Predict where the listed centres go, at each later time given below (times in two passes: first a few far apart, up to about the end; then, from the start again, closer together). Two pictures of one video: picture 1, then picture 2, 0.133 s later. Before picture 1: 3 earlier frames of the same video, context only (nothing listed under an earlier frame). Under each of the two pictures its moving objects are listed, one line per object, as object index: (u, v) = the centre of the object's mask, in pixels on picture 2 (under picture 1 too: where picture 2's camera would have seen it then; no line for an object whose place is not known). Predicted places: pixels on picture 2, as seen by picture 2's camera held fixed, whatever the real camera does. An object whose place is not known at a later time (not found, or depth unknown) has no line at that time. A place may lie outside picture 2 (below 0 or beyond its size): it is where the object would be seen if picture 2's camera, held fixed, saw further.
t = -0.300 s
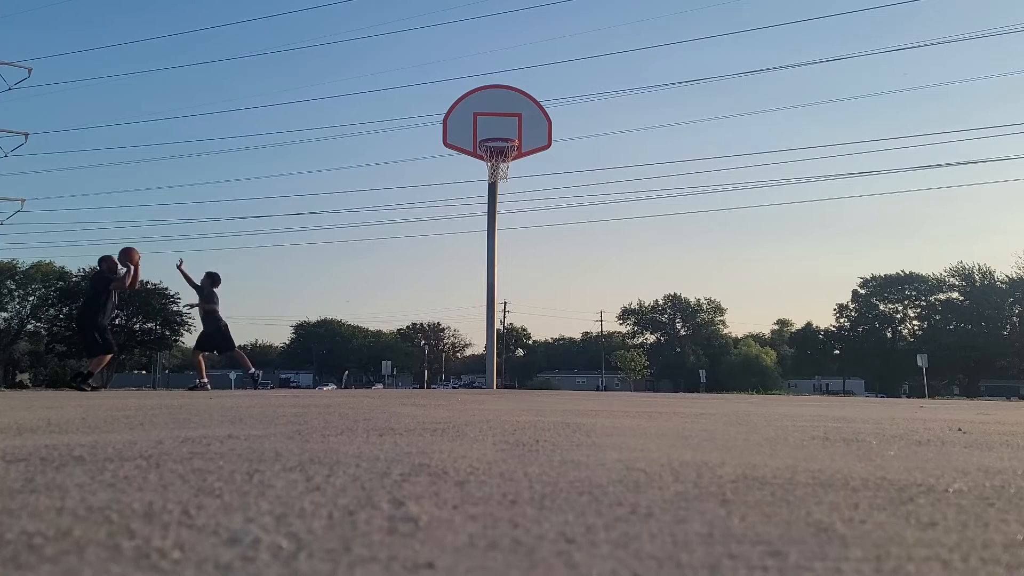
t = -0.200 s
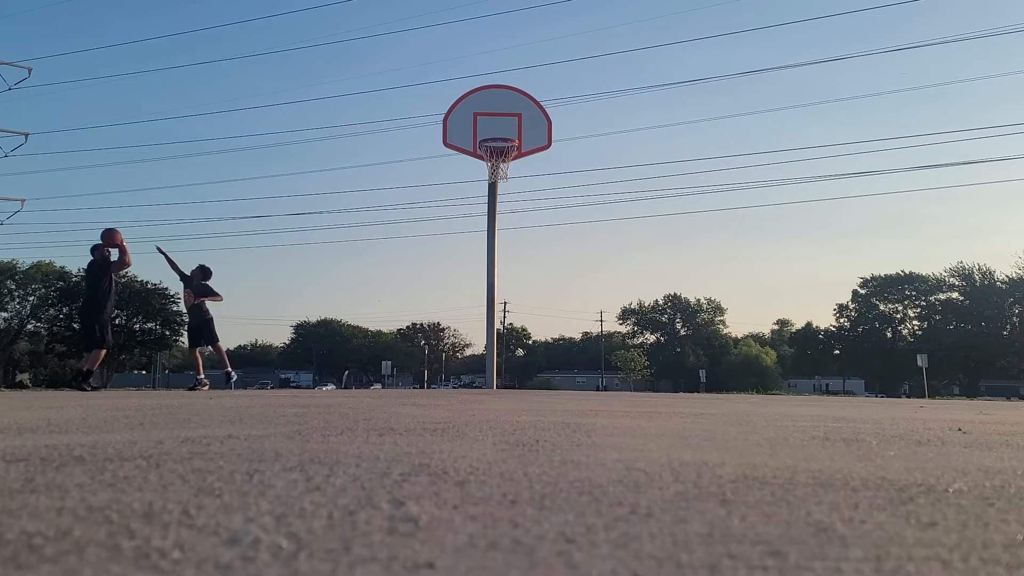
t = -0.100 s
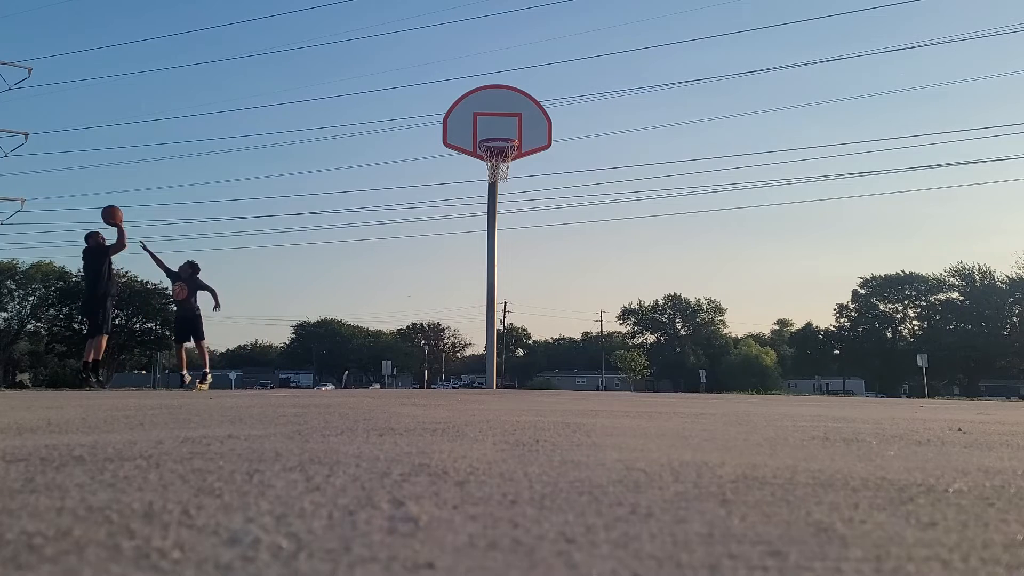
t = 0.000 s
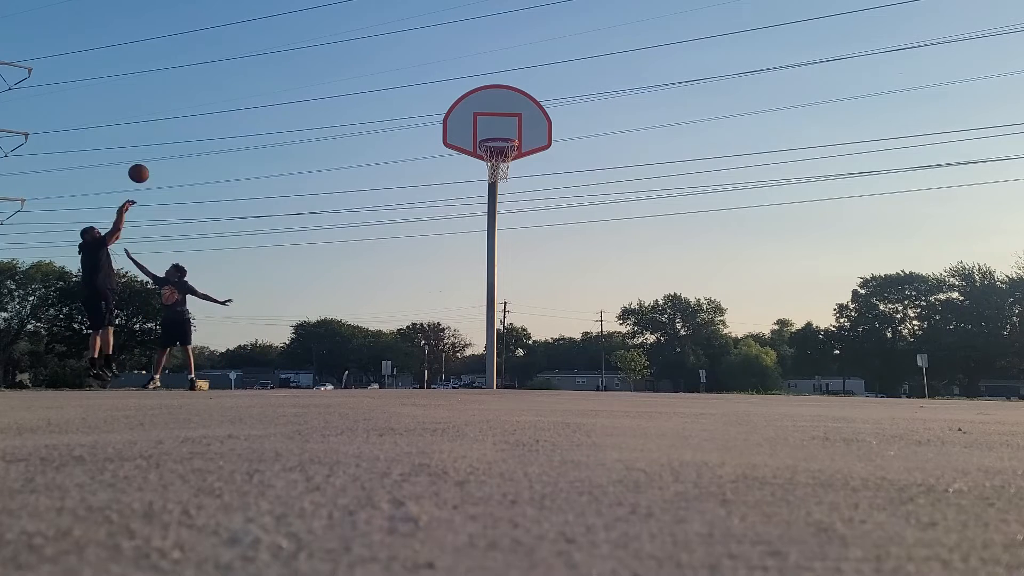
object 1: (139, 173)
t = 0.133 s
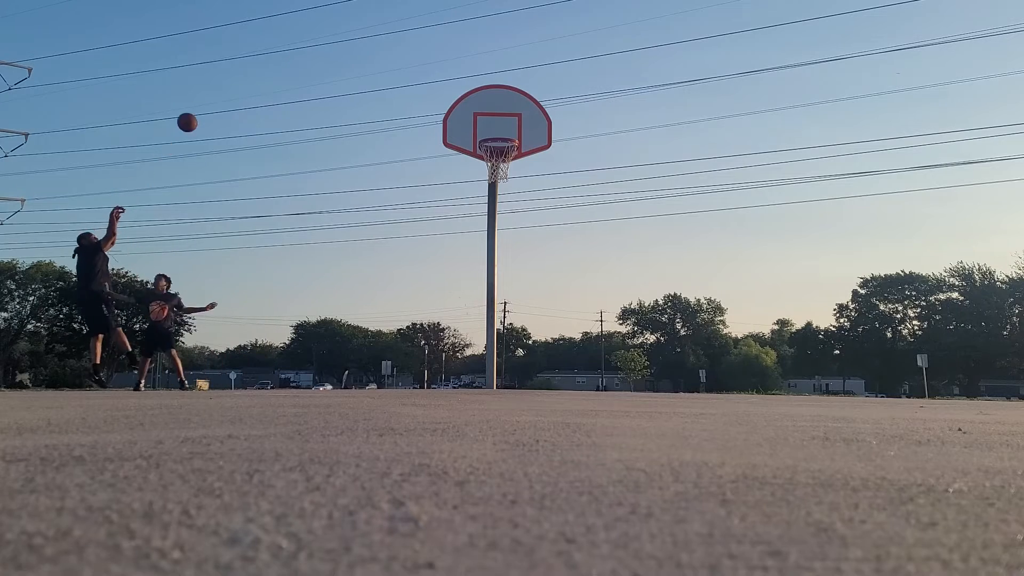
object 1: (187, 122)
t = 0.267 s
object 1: (234, 85)
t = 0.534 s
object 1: (325, 51)
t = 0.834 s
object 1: (423, 76)
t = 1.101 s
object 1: (504, 139)
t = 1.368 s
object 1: (504, 135)
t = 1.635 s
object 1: (532, 145)
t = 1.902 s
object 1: (559, 208)
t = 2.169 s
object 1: (585, 329)
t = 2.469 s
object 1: (610, 303)
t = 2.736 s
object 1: (631, 254)
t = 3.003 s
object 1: (651, 260)
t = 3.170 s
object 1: (663, 292)
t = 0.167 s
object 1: (199, 112)
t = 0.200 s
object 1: (211, 102)
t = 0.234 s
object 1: (223, 93)
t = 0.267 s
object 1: (234, 85)
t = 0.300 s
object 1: (246, 78)
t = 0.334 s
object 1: (257, 72)
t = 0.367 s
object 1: (269, 66)
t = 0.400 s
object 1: (280, 61)
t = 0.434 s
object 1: (292, 58)
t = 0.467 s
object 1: (303, 54)
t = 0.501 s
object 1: (314, 52)
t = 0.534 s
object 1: (325, 51)
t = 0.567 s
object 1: (336, 50)
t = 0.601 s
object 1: (347, 51)
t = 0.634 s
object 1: (358, 52)
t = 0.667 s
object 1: (369, 54)
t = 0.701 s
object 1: (380, 57)
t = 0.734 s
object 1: (391, 60)
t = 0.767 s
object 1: (402, 65)
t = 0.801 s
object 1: (412, 70)
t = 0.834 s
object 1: (423, 76)
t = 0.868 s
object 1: (434, 83)
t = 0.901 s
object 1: (445, 91)
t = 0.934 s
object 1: (456, 100)
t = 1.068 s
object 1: (499, 138)
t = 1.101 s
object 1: (504, 139)
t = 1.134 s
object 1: (504, 139)
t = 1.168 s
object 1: (500, 138)
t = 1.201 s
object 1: (492, 136)
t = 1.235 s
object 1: (489, 136)
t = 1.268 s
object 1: (490, 136)
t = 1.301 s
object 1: (495, 136)
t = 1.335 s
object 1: (501, 136)
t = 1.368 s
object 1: (504, 135)
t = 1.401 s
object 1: (509, 134)
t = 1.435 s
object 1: (512, 133)
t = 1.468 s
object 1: (515, 133)
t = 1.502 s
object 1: (519, 134)
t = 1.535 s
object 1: (523, 135)
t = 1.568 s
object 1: (526, 138)
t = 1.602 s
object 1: (529, 141)
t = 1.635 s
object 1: (532, 145)
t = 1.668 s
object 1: (536, 150)
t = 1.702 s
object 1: (539, 156)
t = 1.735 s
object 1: (542, 162)
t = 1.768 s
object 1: (545, 170)
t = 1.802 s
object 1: (549, 178)
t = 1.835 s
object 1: (552, 187)
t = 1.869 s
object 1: (555, 197)
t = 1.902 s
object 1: (559, 208)
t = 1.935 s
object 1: (562, 220)
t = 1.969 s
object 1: (565, 233)
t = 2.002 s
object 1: (568, 247)
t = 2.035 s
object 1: (572, 261)
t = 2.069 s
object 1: (575, 277)
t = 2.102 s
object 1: (578, 293)
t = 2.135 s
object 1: (582, 311)
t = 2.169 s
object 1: (585, 329)
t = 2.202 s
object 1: (589, 347)
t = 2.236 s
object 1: (591, 368)
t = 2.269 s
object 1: (595, 381)
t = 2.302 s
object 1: (597, 365)
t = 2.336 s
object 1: (599, 350)
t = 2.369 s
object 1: (603, 337)
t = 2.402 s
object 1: (605, 325)
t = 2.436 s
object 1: (608, 314)
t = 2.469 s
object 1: (610, 303)
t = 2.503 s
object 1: (613, 294)
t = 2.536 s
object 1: (616, 285)
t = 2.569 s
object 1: (618, 278)
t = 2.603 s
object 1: (621, 271)
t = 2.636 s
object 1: (624, 265)
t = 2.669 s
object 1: (626, 261)
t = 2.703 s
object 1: (629, 257)
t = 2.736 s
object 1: (631, 254)
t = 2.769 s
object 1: (633, 251)
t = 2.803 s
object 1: (636, 250)
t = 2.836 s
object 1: (638, 250)
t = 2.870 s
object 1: (641, 250)
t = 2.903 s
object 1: (643, 251)
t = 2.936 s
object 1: (646, 253)
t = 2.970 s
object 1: (648, 256)
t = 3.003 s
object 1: (651, 260)
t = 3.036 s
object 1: (653, 265)
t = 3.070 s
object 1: (656, 270)
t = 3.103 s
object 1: (658, 277)
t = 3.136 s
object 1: (661, 284)
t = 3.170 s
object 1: (663, 292)
